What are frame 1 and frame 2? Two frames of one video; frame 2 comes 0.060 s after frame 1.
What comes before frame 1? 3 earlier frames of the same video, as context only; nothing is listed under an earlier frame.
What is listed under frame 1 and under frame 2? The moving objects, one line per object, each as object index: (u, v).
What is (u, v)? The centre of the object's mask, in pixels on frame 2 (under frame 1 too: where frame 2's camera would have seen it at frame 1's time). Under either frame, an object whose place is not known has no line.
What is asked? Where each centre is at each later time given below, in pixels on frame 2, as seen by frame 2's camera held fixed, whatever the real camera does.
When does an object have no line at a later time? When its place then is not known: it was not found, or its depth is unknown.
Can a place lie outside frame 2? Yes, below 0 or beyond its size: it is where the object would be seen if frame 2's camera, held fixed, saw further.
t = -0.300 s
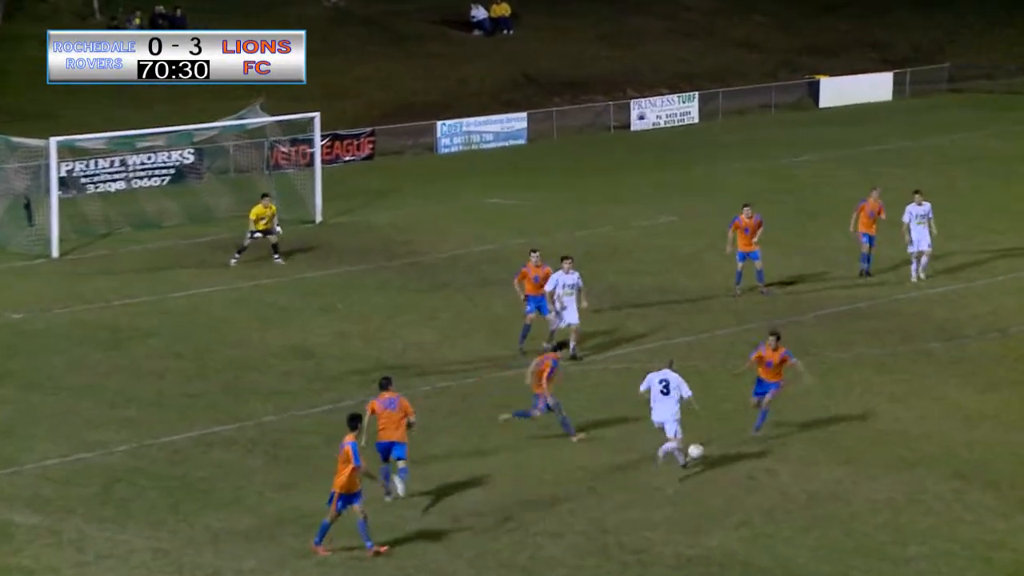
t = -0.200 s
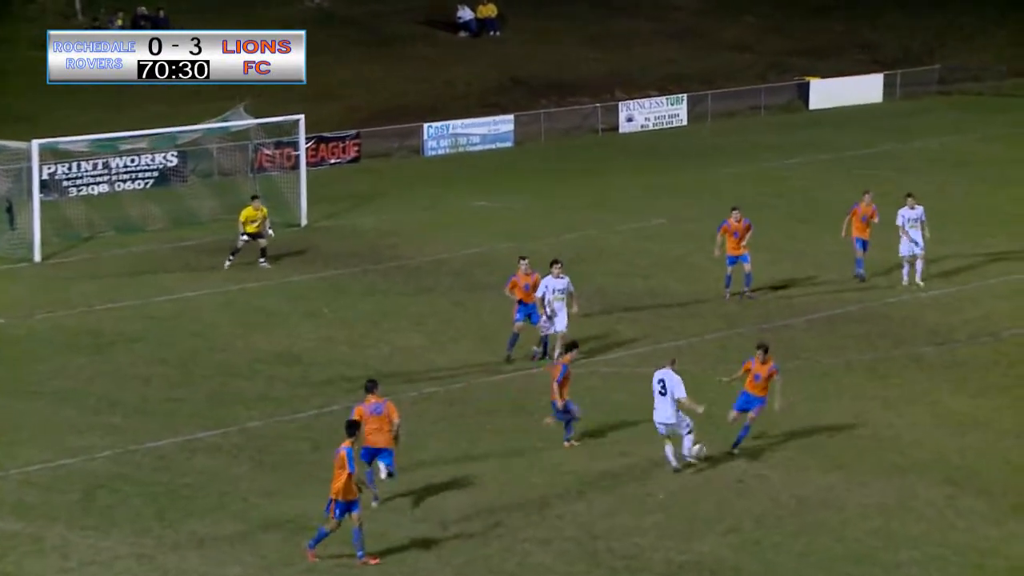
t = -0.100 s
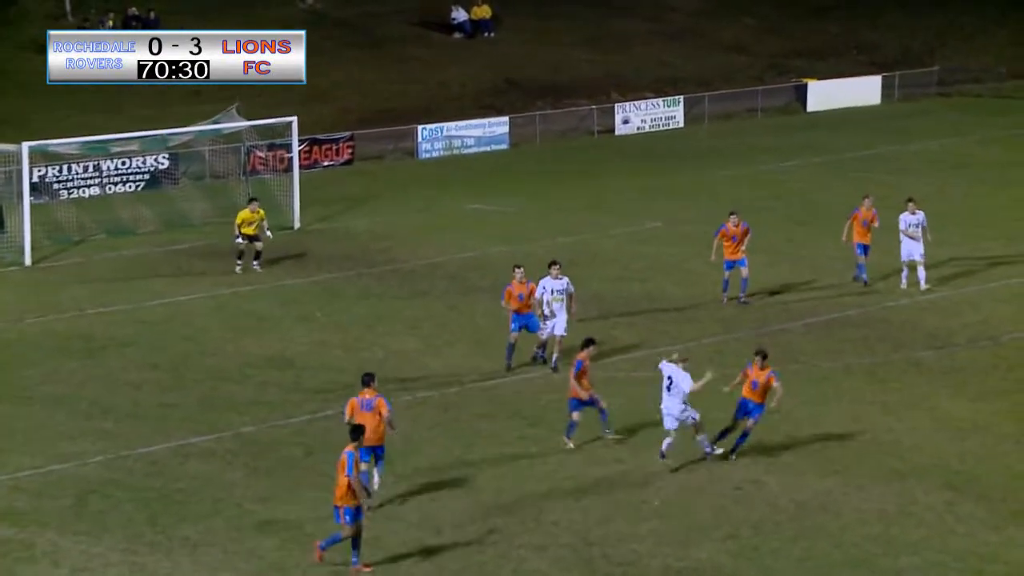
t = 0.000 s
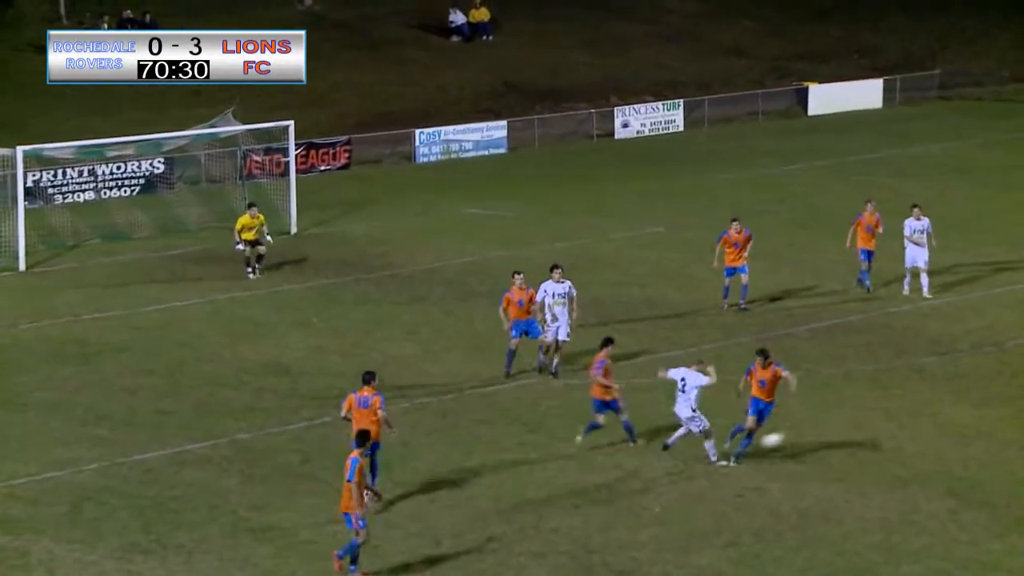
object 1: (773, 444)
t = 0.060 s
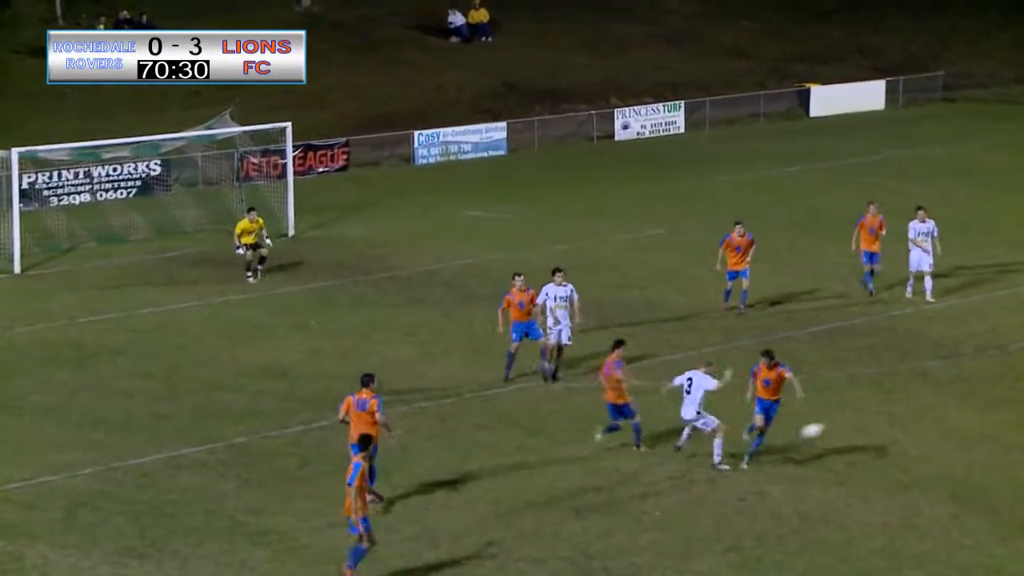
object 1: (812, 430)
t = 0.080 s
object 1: (824, 426)
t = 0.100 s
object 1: (837, 422)
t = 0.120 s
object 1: (850, 419)
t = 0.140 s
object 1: (863, 416)
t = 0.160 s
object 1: (876, 413)
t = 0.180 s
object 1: (888, 410)
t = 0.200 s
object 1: (900, 408)
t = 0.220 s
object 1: (912, 406)
